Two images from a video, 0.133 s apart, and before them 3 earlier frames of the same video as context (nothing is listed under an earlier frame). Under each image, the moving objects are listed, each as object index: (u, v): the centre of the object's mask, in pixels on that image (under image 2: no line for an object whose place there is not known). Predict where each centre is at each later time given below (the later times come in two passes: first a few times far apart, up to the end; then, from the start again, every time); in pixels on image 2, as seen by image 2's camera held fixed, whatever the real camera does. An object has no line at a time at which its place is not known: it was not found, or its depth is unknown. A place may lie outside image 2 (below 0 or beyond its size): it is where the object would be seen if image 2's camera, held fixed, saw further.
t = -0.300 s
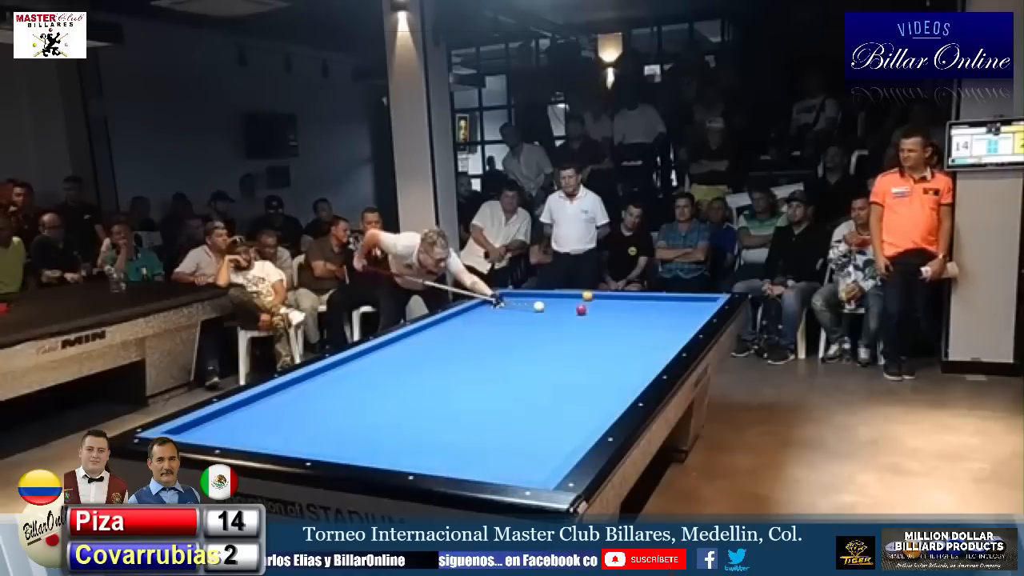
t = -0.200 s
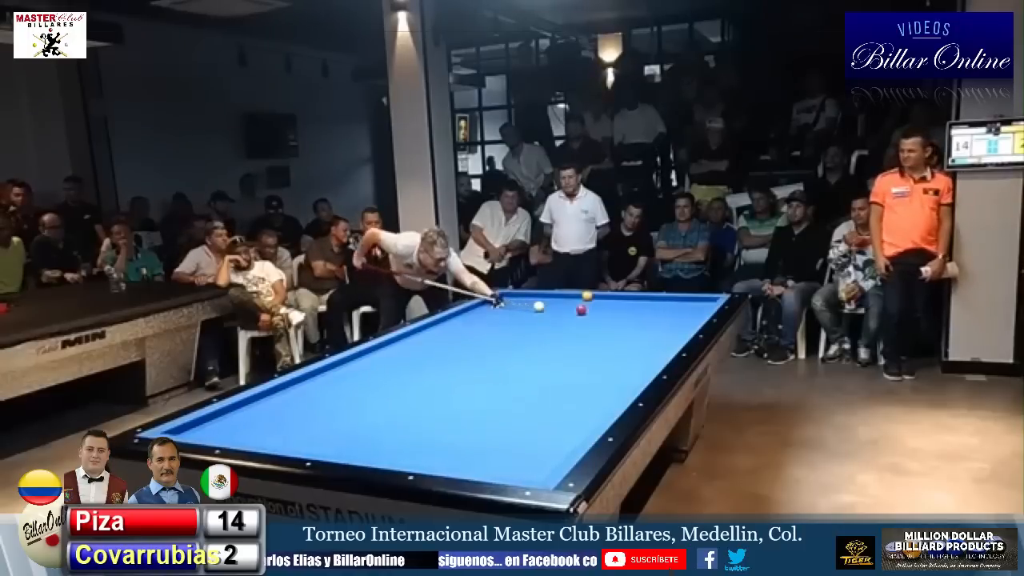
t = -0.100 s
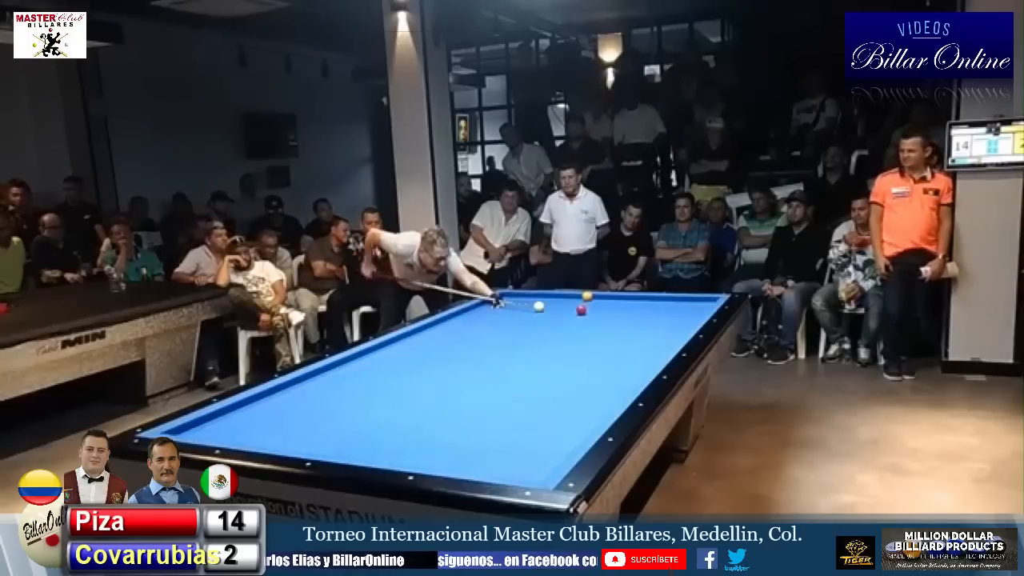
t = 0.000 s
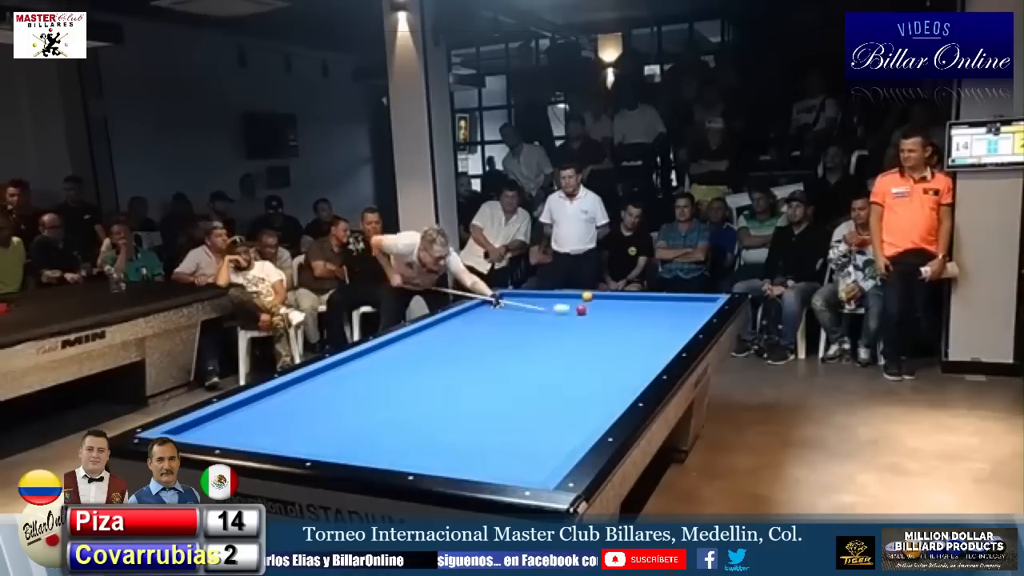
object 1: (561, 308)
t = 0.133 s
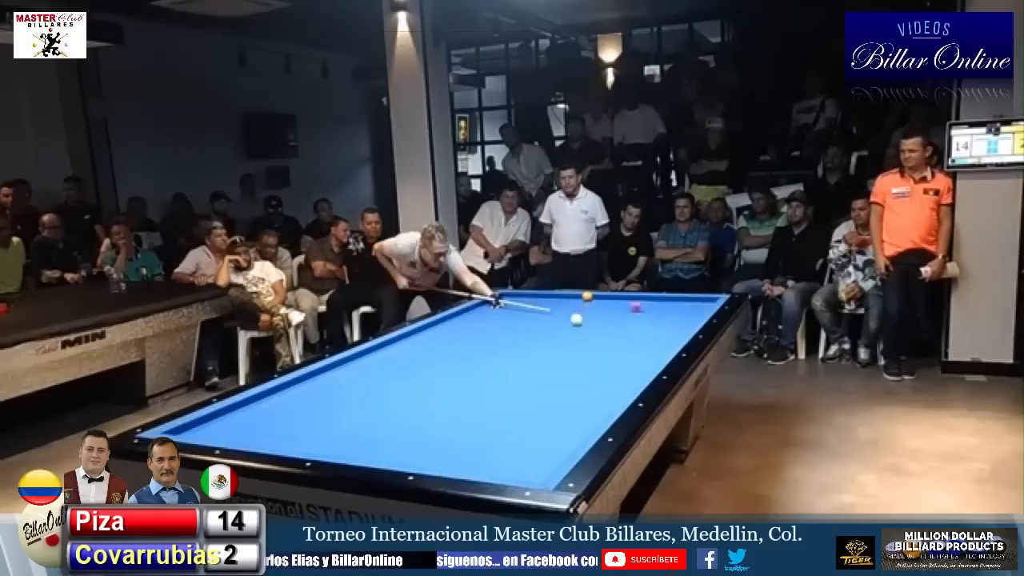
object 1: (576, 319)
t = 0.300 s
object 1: (584, 334)
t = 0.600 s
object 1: (597, 362)
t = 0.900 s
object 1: (608, 397)
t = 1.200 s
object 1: (540, 440)
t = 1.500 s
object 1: (476, 452)
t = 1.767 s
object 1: (461, 419)
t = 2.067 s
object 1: (445, 394)
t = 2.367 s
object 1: (432, 374)
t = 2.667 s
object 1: (421, 357)
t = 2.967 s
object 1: (413, 343)
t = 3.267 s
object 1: (419, 332)
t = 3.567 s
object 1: (457, 324)
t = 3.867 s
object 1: (491, 316)
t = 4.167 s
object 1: (522, 310)
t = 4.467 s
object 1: (551, 304)
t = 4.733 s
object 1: (574, 298)
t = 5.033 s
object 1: (578, 298)
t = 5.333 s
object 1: (575, 299)
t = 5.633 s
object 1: (572, 300)
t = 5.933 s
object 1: (570, 301)
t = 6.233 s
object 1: (568, 302)
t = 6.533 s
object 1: (566, 303)
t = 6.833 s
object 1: (564, 303)
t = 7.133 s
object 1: (563, 303)
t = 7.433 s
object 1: (561, 304)
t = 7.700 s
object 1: (561, 304)
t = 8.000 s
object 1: (561, 304)
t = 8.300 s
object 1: (561, 304)
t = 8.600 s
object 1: (561, 304)
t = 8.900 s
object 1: (561, 304)
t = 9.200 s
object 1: (561, 304)
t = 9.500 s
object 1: (561, 304)
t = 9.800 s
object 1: (561, 304)
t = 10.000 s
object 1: (561, 304)
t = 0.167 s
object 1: (578, 322)
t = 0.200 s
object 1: (579, 325)
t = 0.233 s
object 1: (581, 328)
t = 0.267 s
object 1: (583, 331)
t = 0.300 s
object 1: (584, 334)
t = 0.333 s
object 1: (586, 337)
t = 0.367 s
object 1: (587, 340)
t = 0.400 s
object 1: (589, 344)
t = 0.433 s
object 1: (590, 347)
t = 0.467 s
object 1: (592, 350)
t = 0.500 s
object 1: (593, 353)
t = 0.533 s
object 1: (594, 356)
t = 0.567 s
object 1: (595, 359)
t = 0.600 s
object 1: (597, 362)
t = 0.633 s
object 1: (598, 365)
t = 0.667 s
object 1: (599, 369)
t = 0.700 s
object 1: (600, 373)
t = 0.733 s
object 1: (602, 377)
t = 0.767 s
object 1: (603, 380)
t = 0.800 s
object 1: (604, 384)
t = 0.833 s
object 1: (606, 389)
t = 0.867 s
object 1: (607, 393)
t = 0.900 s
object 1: (608, 397)
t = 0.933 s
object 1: (609, 401)
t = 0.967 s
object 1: (604, 405)
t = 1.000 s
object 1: (595, 410)
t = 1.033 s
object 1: (585, 415)
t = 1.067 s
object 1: (576, 419)
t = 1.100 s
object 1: (568, 424)
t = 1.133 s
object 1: (559, 429)
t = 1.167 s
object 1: (550, 435)
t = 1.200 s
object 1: (540, 440)
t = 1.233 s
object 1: (529, 446)
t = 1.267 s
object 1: (519, 452)
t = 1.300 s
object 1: (509, 458)
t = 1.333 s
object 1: (498, 463)
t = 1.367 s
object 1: (487, 466)
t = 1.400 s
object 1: (479, 466)
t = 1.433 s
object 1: (478, 462)
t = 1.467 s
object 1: (477, 458)
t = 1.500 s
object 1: (476, 452)
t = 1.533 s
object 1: (475, 447)
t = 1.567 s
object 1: (473, 441)
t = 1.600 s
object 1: (472, 437)
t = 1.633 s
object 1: (470, 433)
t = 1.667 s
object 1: (468, 429)
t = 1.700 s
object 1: (466, 426)
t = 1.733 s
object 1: (463, 422)
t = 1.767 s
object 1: (461, 419)
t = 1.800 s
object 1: (459, 416)
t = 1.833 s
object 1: (457, 413)
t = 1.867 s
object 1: (456, 410)
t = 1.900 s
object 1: (453, 407)
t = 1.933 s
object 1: (452, 405)
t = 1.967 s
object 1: (450, 402)
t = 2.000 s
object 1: (448, 399)
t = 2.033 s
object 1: (447, 397)
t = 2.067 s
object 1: (445, 394)
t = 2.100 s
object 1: (444, 392)
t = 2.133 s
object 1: (442, 389)
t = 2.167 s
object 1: (441, 387)
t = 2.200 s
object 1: (439, 385)
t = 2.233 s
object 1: (438, 382)
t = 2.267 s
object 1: (436, 380)
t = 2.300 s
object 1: (435, 378)
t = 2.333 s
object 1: (434, 376)
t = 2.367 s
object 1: (432, 374)
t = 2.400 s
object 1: (431, 372)
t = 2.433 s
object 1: (429, 370)
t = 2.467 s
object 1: (428, 368)
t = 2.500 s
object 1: (427, 366)
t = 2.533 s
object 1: (426, 364)
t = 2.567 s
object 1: (425, 362)
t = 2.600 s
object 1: (424, 361)
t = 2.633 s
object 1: (422, 359)
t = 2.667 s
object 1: (421, 357)
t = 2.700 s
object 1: (420, 356)
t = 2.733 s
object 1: (419, 354)
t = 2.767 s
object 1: (418, 352)
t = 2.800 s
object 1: (417, 351)
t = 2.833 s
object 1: (416, 349)
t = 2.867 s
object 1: (415, 348)
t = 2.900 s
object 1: (415, 346)
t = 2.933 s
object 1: (414, 345)
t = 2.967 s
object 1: (413, 343)
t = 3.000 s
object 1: (412, 342)
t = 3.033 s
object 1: (411, 340)
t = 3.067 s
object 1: (410, 339)
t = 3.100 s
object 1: (409, 338)
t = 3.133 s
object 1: (408, 336)
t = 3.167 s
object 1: (408, 335)
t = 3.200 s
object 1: (410, 334)
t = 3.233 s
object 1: (415, 332)
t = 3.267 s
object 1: (419, 332)
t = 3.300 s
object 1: (424, 331)
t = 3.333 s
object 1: (428, 330)
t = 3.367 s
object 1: (432, 329)
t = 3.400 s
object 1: (436, 328)
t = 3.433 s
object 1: (441, 327)
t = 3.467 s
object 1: (445, 326)
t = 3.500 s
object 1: (449, 325)
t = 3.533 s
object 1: (453, 325)
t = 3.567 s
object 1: (457, 324)
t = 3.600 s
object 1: (461, 323)
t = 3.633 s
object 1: (465, 322)
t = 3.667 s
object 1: (468, 321)
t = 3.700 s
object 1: (472, 320)
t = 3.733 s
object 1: (476, 319)
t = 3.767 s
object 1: (480, 318)
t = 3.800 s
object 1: (484, 317)
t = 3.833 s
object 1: (488, 317)
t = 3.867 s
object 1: (491, 316)
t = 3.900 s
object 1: (495, 315)
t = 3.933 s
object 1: (498, 314)
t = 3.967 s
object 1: (502, 314)
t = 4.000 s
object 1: (505, 313)
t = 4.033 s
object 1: (509, 313)
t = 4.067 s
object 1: (512, 312)
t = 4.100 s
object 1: (516, 311)
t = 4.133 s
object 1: (519, 310)
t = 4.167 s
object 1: (522, 310)
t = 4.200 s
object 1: (526, 309)
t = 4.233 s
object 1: (529, 308)
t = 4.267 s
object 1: (532, 308)
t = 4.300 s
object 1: (536, 307)
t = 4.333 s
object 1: (539, 306)
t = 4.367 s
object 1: (542, 305)
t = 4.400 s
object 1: (545, 305)
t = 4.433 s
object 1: (548, 304)
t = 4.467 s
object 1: (551, 304)
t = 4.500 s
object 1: (554, 303)
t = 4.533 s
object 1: (557, 302)
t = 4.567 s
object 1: (560, 302)
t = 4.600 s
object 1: (563, 301)
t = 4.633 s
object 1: (566, 300)
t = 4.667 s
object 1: (569, 300)
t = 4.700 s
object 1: (571, 299)
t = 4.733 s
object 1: (574, 298)
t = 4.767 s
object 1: (577, 298)
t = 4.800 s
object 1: (579, 298)
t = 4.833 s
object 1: (580, 298)
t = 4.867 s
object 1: (581, 298)
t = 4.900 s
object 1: (580, 298)
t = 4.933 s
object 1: (580, 298)
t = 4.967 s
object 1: (579, 298)
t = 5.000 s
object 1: (579, 298)
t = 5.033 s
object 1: (578, 298)
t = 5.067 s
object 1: (578, 298)
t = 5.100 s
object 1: (578, 298)
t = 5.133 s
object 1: (577, 298)
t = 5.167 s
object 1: (577, 298)
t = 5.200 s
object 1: (577, 298)
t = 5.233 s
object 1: (576, 298)
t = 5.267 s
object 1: (576, 299)
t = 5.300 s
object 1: (576, 299)
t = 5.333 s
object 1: (575, 299)
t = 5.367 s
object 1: (575, 299)
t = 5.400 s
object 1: (574, 299)
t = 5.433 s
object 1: (574, 300)
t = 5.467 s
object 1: (574, 300)
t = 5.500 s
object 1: (573, 300)
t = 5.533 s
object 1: (573, 300)
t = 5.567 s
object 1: (573, 300)
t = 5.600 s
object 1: (572, 300)
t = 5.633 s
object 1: (572, 300)
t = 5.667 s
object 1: (572, 300)
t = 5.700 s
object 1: (572, 300)
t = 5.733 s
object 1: (571, 301)
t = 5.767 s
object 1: (571, 301)
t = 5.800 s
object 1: (571, 301)
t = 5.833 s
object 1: (571, 301)
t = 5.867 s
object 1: (570, 301)
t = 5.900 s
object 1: (570, 301)
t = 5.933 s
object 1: (570, 301)
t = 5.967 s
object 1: (569, 301)
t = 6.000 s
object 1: (569, 301)
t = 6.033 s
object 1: (569, 302)
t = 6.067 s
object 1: (568, 302)
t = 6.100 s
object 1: (568, 302)
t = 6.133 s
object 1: (568, 302)
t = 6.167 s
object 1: (568, 302)
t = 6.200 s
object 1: (568, 302)
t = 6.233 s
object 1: (568, 302)
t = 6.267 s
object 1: (567, 302)
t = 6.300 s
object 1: (567, 302)
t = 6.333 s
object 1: (567, 302)
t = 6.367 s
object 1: (567, 302)
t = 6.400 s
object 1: (566, 302)
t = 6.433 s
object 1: (566, 303)
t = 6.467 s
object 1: (566, 302)
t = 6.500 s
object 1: (566, 303)
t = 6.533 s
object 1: (566, 303)
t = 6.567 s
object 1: (566, 303)
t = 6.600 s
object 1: (565, 303)
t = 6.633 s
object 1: (565, 303)
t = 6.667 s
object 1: (565, 303)
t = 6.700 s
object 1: (565, 303)
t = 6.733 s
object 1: (565, 303)
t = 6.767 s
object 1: (565, 303)
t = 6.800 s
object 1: (564, 303)
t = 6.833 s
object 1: (564, 303)
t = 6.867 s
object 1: (564, 303)
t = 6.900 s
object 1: (563, 303)
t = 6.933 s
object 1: (563, 303)
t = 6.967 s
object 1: (563, 303)
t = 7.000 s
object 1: (563, 303)
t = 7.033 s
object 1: (563, 303)
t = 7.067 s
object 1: (563, 303)
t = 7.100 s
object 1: (563, 303)
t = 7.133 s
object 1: (563, 303)
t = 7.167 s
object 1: (562, 303)
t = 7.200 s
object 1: (562, 304)
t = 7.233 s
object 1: (562, 304)
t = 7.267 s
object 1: (562, 304)
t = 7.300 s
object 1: (562, 304)
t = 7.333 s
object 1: (562, 304)
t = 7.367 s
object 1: (562, 304)
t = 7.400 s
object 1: (562, 304)
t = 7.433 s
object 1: (561, 304)
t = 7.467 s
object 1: (561, 304)
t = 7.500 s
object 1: (561, 304)
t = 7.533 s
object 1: (561, 304)
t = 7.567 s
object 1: (561, 304)
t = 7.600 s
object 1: (561, 304)
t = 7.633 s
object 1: (561, 304)
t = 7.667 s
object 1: (561, 304)
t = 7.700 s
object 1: (561, 304)
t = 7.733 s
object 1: (561, 304)
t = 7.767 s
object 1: (561, 304)
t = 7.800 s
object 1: (561, 304)
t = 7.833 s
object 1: (561, 304)
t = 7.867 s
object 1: (561, 304)
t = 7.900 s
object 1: (561, 304)
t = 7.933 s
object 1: (561, 304)
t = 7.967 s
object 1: (561, 304)
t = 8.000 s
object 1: (561, 304)
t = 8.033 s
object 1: (561, 304)
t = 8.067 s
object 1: (561, 304)
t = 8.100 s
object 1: (561, 304)
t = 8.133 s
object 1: (561, 304)
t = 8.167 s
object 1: (561, 304)
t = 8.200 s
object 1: (561, 304)
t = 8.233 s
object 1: (561, 304)
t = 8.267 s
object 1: (561, 304)
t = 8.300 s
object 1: (561, 304)
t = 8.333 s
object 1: (561, 304)
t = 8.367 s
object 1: (561, 304)
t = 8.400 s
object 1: (561, 304)
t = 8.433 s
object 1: (561, 304)
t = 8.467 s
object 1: (561, 304)
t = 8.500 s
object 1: (561, 304)
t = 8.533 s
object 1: (561, 304)
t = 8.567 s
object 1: (561, 304)
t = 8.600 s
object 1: (561, 304)
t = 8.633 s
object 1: (561, 304)
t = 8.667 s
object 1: (561, 304)
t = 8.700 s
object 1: (561, 304)
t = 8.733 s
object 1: (561, 304)
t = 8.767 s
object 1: (561, 304)
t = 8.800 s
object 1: (561, 304)
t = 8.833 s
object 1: (561, 304)
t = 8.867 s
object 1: (561, 304)
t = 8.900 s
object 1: (561, 304)
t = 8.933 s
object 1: (561, 304)
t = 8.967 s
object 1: (561, 304)
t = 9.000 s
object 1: (561, 304)
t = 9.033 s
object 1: (561, 304)
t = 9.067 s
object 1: (561, 304)
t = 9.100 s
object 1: (561, 304)
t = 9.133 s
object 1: (561, 304)
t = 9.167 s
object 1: (561, 304)
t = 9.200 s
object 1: (561, 304)
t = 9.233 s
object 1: (561, 304)
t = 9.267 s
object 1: (561, 304)
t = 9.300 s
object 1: (561, 304)
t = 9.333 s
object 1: (561, 304)
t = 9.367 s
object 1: (561, 304)
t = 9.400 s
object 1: (561, 304)
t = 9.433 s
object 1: (561, 304)
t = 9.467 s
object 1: (561, 304)
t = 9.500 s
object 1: (561, 304)
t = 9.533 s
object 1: (561, 304)
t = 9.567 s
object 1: (561, 304)
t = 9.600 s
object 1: (561, 304)
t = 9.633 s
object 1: (561, 304)
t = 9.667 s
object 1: (561, 304)
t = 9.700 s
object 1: (561, 304)
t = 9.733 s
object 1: (561, 304)
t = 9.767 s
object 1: (561, 304)
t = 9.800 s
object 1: (561, 304)
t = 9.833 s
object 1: (561, 304)
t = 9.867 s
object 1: (561, 304)
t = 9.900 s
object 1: (561, 304)
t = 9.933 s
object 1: (561, 304)
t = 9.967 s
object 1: (561, 304)
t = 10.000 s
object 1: (561, 304)
